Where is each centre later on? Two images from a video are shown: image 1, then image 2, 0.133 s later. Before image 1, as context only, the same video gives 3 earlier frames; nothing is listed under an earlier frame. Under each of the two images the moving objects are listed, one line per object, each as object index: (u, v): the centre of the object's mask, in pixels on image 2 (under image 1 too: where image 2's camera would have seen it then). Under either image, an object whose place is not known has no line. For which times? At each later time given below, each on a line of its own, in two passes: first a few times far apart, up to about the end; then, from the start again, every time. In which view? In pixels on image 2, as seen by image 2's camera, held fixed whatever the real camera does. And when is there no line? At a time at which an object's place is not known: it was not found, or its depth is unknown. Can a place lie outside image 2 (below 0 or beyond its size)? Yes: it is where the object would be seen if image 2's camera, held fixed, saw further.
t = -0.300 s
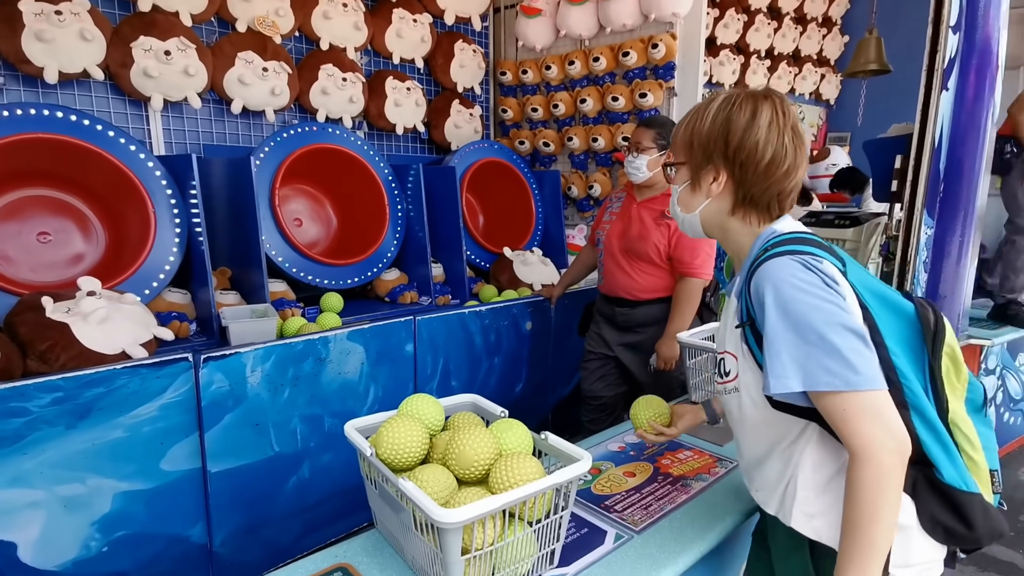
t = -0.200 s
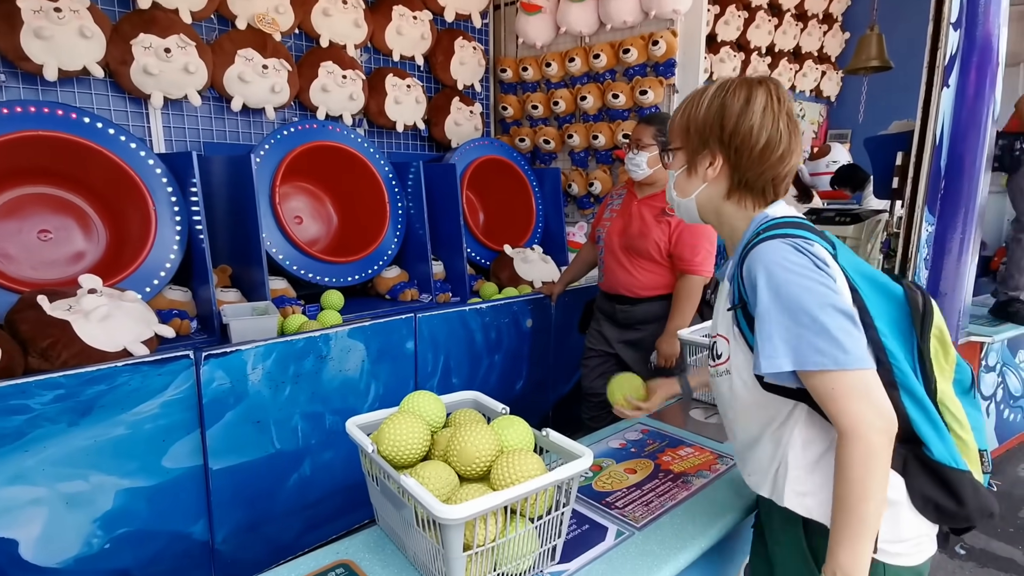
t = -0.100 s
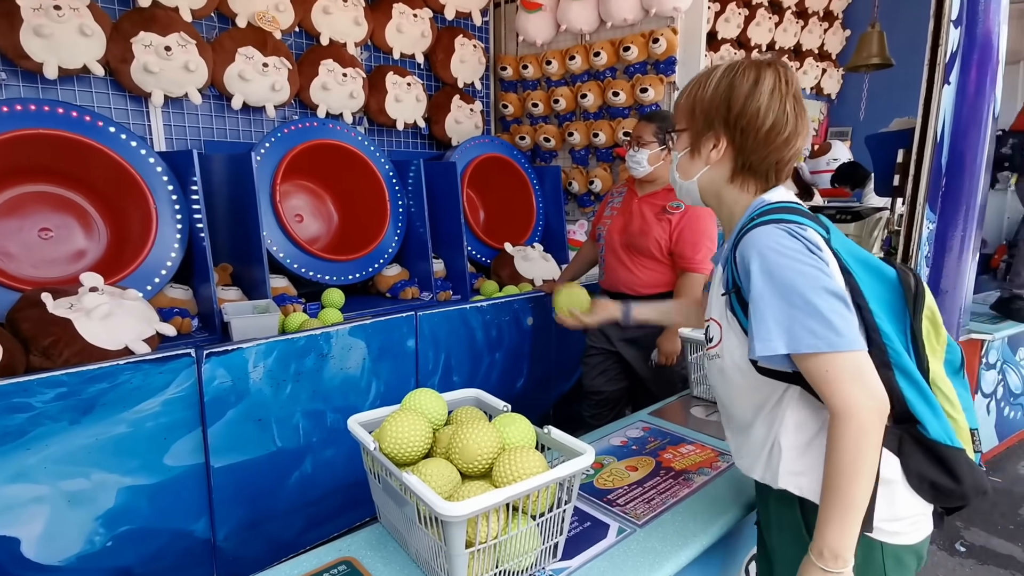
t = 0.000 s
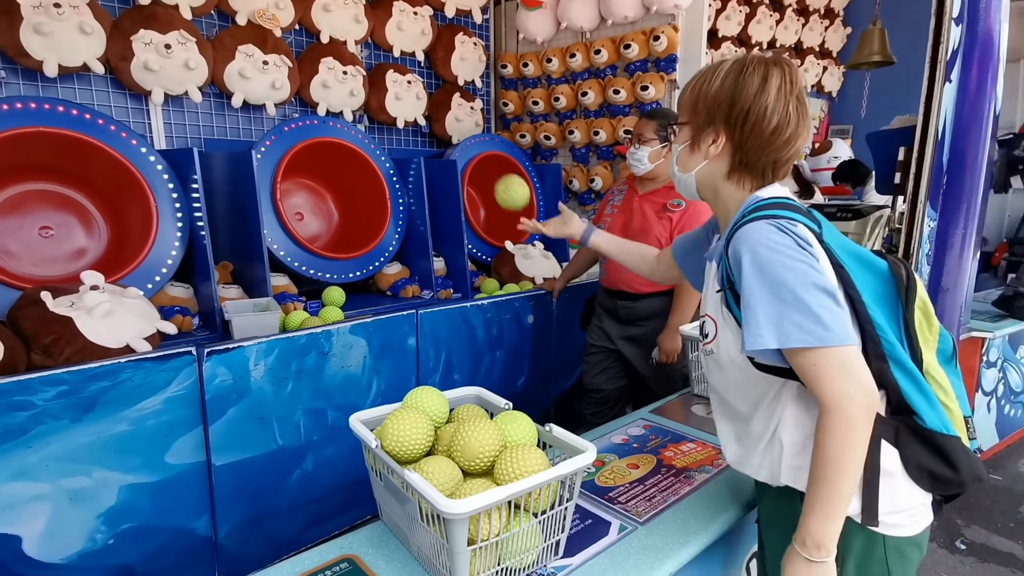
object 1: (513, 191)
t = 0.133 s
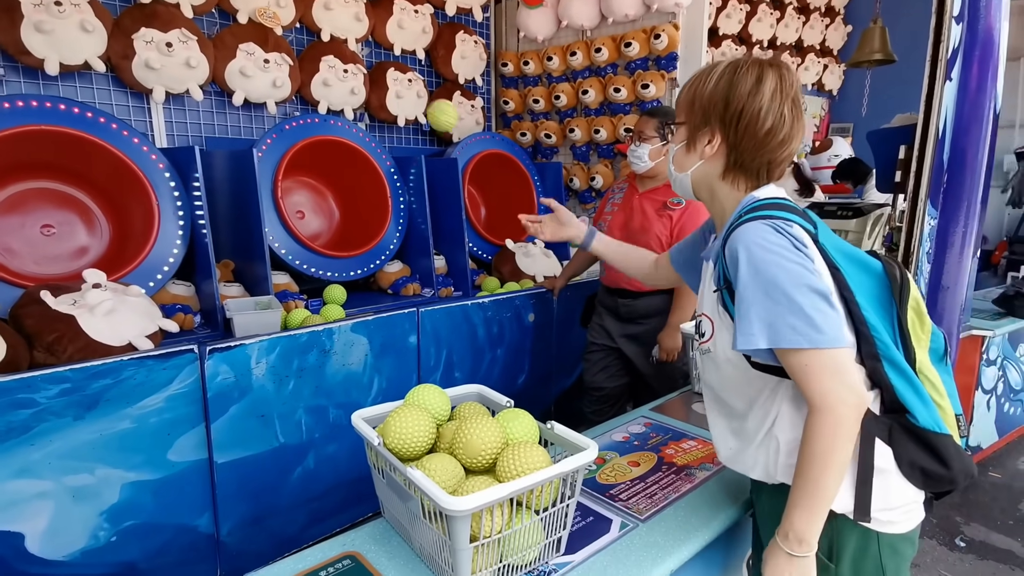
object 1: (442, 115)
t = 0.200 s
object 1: (414, 104)
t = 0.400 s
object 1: (340, 146)
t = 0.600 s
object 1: (313, 233)
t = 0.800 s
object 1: (344, 197)
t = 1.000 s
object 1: (361, 201)
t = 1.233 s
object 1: (329, 237)
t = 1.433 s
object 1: (299, 223)
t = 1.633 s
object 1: (302, 231)
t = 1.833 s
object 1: (330, 239)
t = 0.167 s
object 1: (429, 108)
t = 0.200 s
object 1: (414, 104)
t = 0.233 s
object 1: (398, 103)
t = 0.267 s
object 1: (384, 106)
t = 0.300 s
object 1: (373, 111)
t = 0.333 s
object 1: (362, 120)
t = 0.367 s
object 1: (351, 132)
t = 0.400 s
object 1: (340, 146)
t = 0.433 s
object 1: (331, 161)
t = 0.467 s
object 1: (322, 179)
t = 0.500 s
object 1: (315, 199)
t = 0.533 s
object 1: (306, 220)
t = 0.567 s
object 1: (307, 231)
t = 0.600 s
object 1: (313, 233)
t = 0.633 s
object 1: (321, 236)
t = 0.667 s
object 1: (329, 239)
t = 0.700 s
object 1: (332, 226)
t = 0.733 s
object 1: (336, 214)
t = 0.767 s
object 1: (341, 204)
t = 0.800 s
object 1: (344, 197)
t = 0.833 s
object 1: (348, 192)
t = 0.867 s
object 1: (353, 189)
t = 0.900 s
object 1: (354, 189)
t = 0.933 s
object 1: (356, 191)
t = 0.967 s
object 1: (359, 195)
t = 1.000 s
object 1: (361, 201)
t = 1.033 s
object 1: (363, 210)
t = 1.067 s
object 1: (365, 222)
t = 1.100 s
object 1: (361, 228)
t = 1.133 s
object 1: (354, 231)
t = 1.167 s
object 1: (346, 237)
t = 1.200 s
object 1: (338, 239)
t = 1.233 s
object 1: (329, 237)
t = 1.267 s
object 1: (319, 236)
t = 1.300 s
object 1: (312, 233)
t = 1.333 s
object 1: (307, 228)
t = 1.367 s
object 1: (303, 224)
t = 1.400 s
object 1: (300, 224)
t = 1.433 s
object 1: (299, 223)
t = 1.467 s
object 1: (299, 223)
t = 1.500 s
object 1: (298, 224)
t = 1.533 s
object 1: (299, 226)
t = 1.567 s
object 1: (299, 228)
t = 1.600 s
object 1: (302, 231)
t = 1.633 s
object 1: (302, 231)
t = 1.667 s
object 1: (311, 240)
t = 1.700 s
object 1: (313, 241)
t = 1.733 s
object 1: (316, 241)
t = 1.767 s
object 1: (320, 241)
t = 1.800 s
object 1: (326, 241)
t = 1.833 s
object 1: (330, 239)
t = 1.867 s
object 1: (332, 237)
